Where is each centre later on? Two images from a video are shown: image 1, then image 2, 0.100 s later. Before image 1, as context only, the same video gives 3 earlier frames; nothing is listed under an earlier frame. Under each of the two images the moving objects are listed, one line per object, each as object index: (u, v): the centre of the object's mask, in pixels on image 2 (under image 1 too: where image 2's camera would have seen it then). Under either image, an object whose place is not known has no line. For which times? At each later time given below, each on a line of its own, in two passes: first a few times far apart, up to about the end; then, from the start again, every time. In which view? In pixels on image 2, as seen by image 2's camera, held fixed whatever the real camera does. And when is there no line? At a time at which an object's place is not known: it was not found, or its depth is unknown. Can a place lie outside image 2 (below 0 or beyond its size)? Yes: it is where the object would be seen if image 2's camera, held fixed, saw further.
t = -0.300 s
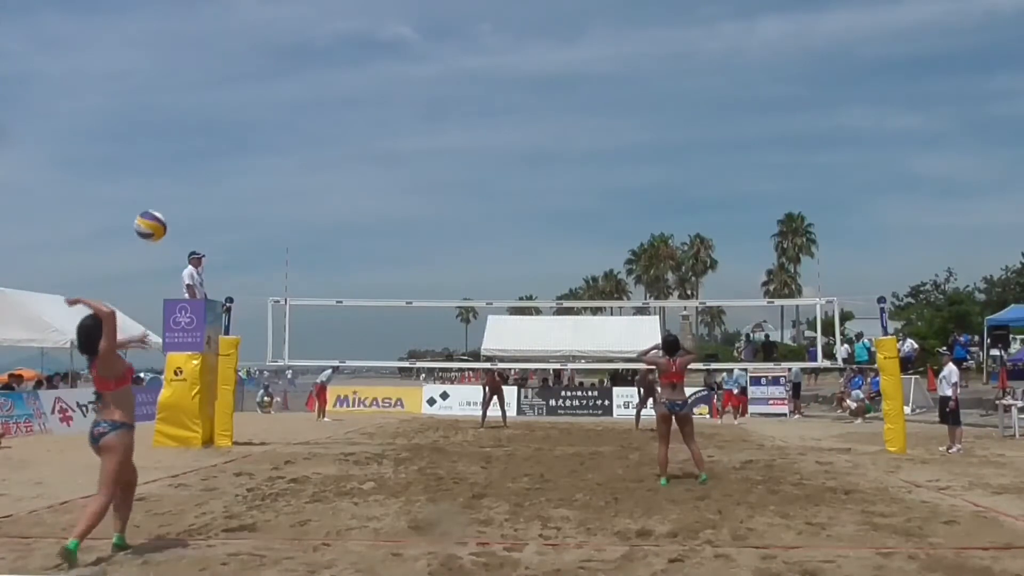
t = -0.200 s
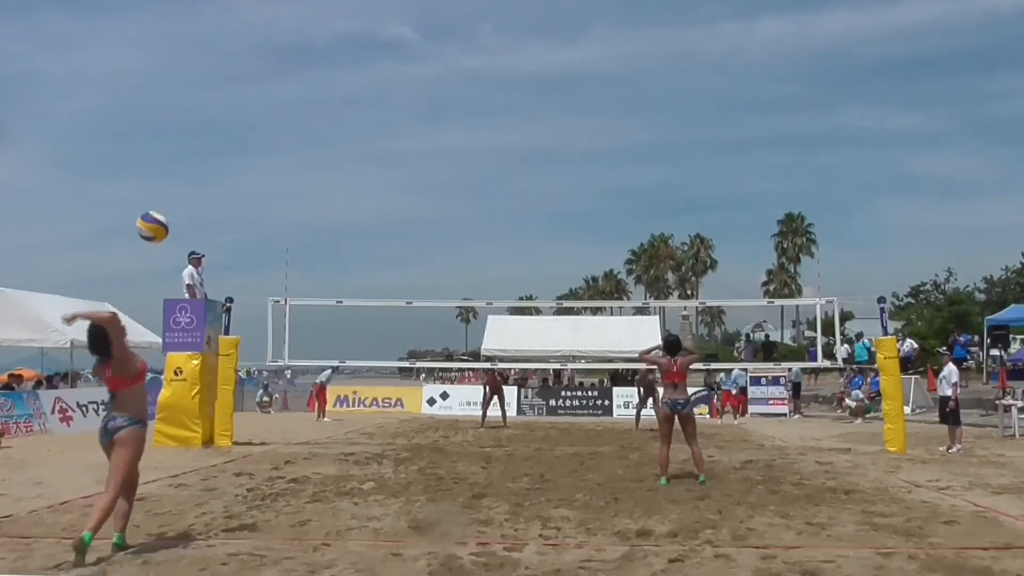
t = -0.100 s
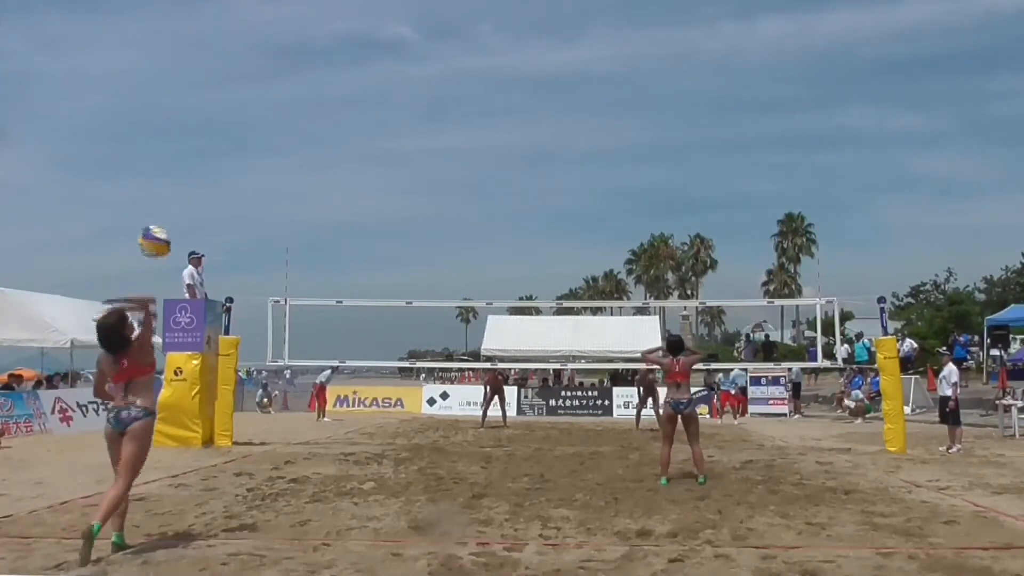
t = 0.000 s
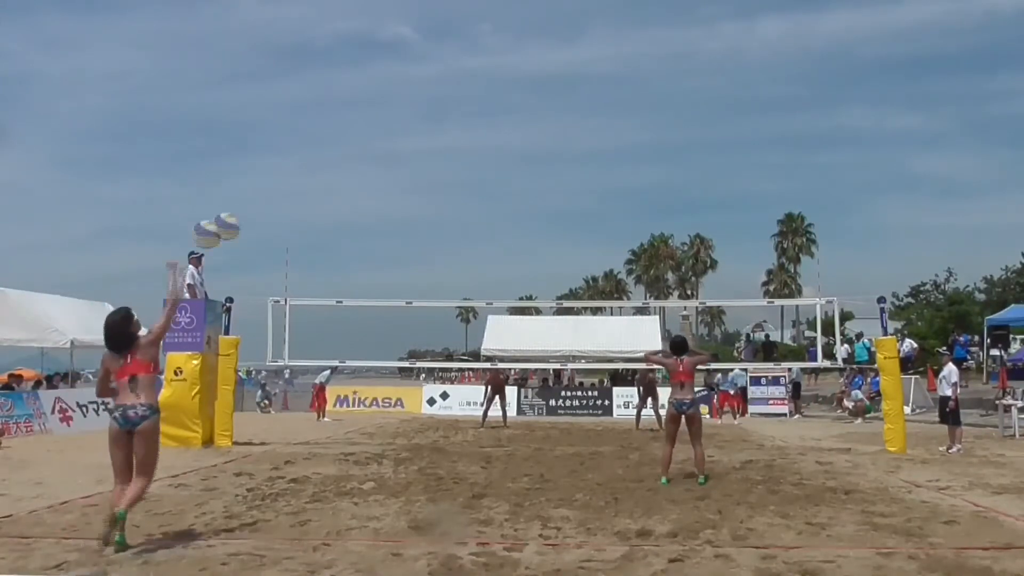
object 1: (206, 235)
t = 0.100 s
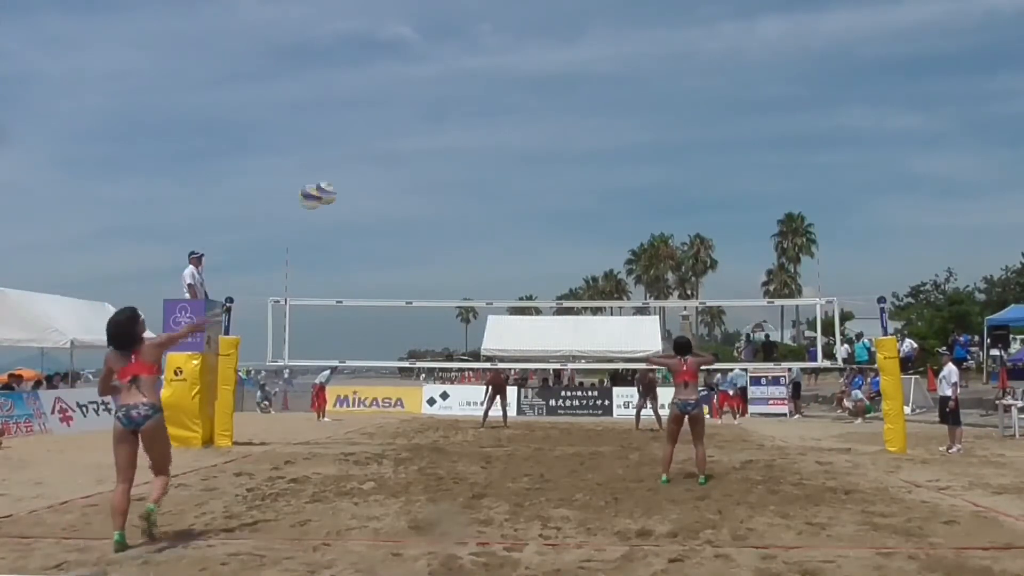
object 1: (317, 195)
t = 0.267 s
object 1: (432, 172)
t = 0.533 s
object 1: (545, 186)
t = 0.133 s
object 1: (345, 188)
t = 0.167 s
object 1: (369, 182)
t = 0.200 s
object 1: (392, 178)
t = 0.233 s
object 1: (413, 174)
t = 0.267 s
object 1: (432, 172)
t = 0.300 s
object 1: (450, 170)
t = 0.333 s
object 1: (467, 170)
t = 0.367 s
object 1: (483, 170)
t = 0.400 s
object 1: (497, 172)
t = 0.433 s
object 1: (510, 174)
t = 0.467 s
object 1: (522, 177)
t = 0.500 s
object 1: (534, 181)
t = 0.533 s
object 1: (545, 186)
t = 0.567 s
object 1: (555, 191)
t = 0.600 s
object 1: (564, 196)
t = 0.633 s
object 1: (574, 202)
